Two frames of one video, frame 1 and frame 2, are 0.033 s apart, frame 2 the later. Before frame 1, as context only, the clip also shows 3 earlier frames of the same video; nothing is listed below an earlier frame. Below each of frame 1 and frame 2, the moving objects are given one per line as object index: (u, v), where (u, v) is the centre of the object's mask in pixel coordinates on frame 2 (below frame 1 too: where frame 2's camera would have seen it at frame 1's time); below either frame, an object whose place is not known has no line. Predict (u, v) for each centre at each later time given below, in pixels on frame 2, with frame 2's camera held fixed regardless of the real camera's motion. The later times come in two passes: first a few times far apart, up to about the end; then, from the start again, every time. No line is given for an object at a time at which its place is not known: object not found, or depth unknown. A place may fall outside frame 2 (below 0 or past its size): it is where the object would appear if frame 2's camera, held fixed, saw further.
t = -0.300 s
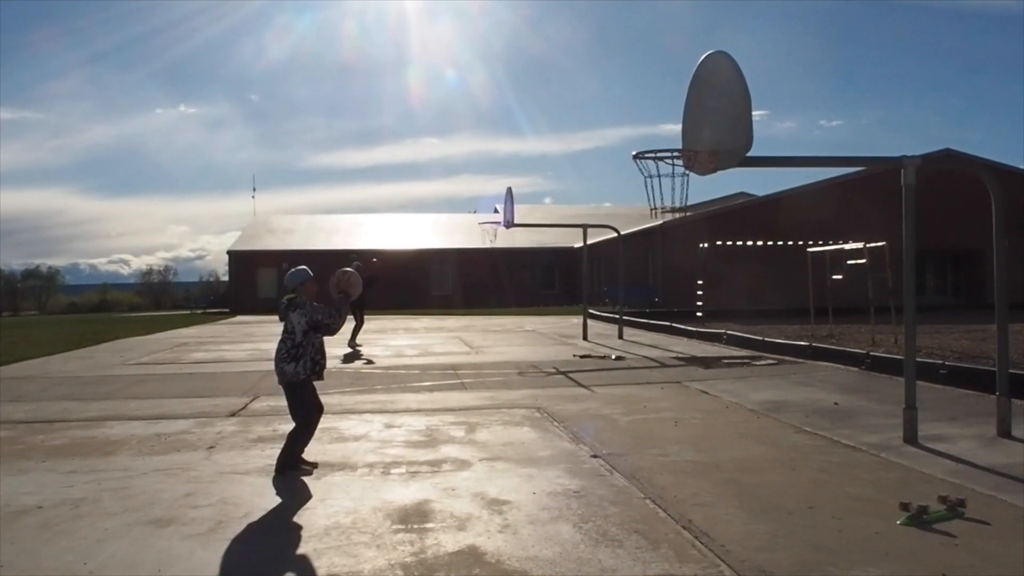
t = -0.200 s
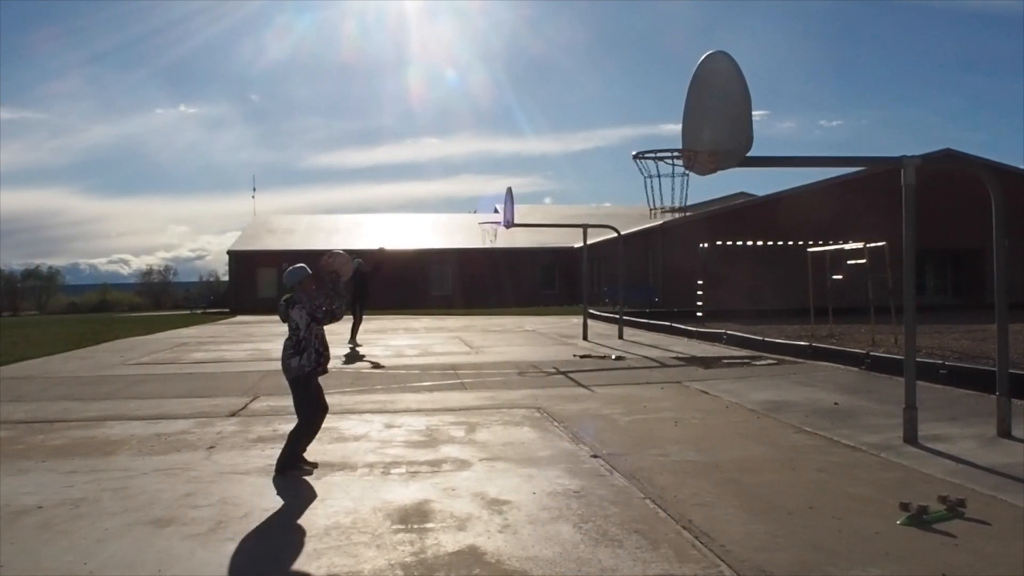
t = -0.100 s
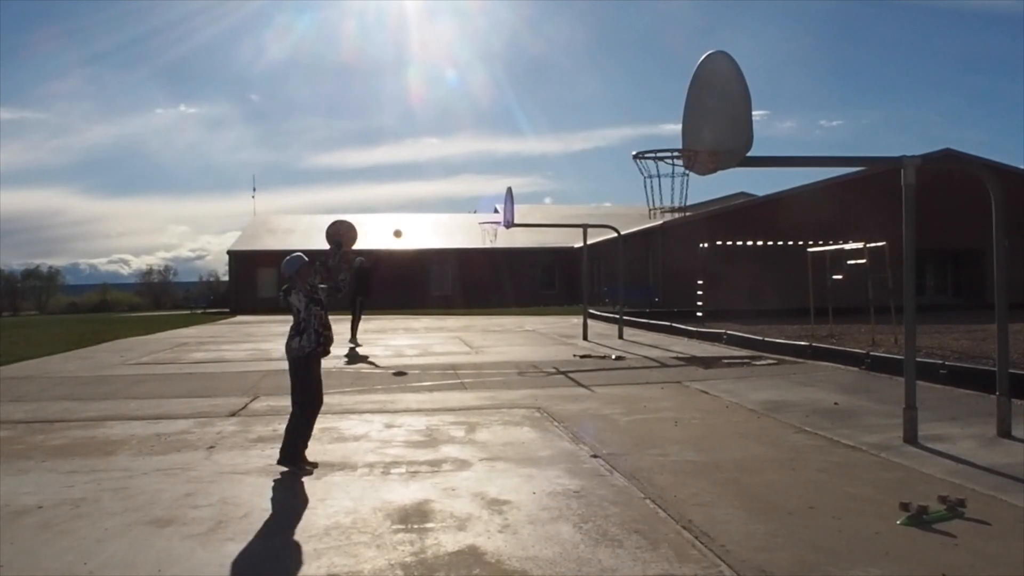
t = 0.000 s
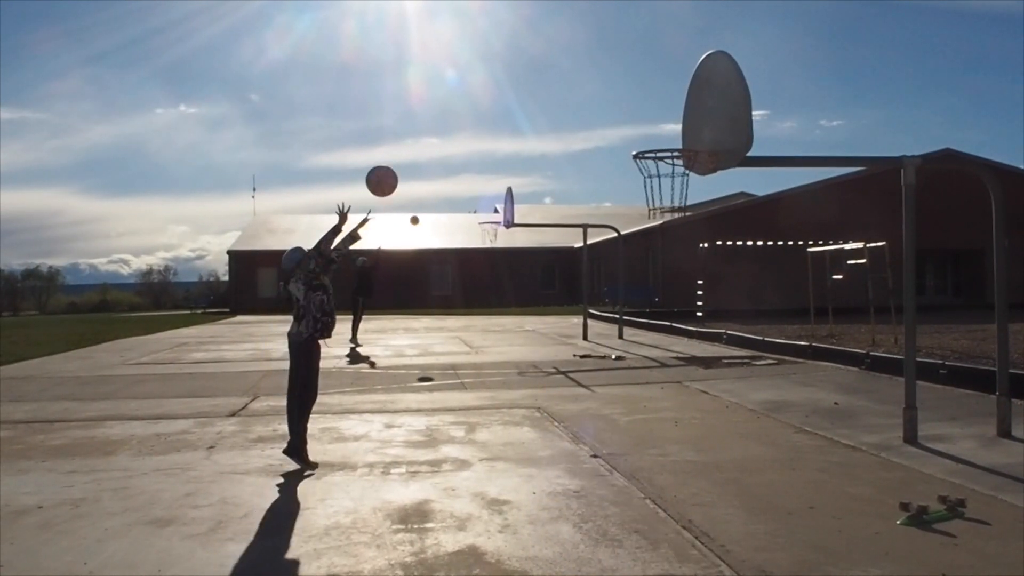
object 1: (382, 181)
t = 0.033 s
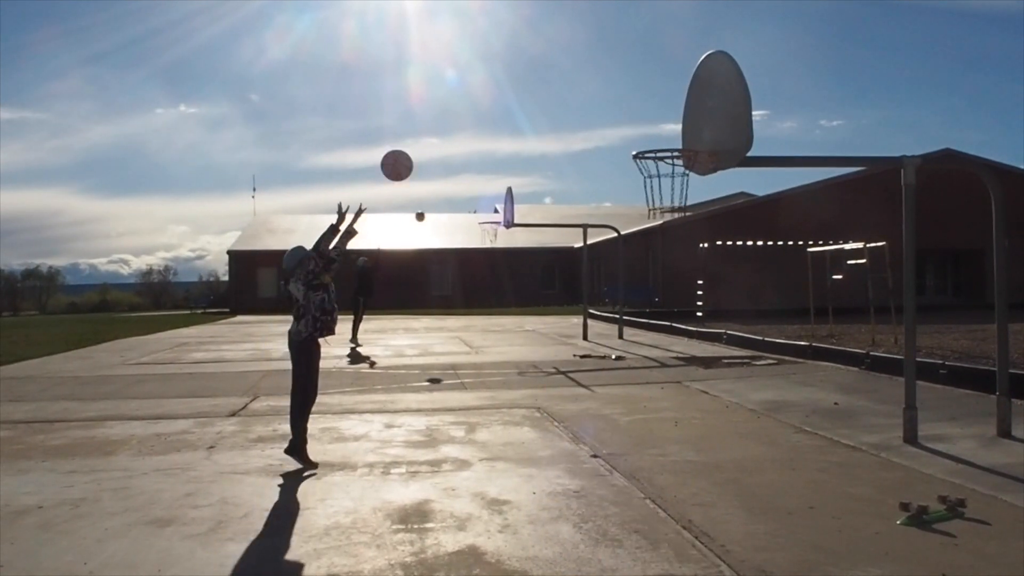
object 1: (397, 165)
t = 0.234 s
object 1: (486, 102)
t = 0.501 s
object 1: (605, 100)
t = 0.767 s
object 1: (647, 161)
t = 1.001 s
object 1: (683, 194)
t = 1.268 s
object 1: (690, 239)
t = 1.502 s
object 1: (697, 351)
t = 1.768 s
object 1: (703, 390)
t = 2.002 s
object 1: (706, 350)
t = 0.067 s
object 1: (412, 151)
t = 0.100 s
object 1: (427, 138)
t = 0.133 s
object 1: (442, 127)
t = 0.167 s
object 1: (457, 117)
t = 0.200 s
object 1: (471, 108)
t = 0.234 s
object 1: (486, 102)
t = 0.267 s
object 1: (501, 96)
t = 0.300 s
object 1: (516, 92)
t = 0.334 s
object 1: (531, 90)
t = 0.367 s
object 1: (545, 89)
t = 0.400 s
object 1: (560, 90)
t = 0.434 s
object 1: (575, 92)
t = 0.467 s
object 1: (590, 95)
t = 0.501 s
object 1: (605, 100)
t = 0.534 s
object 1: (620, 107)
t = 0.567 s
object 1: (635, 114)
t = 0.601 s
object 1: (650, 124)
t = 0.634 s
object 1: (665, 135)
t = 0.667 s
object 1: (678, 147)
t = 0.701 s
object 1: (674, 152)
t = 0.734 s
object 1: (659, 156)
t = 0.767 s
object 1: (647, 161)
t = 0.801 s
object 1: (654, 165)
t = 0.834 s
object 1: (661, 169)
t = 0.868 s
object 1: (668, 175)
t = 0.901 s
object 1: (675, 182)
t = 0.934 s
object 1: (679, 189)
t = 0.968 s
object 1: (682, 192)
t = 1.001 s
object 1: (683, 194)
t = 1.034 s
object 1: (684, 196)
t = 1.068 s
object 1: (685, 197)
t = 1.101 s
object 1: (686, 202)
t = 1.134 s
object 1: (687, 207)
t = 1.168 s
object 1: (688, 213)
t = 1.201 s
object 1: (689, 220)
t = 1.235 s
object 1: (689, 229)
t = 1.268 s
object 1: (690, 239)
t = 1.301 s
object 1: (691, 251)
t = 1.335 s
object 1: (692, 264)
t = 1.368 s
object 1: (693, 278)
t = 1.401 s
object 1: (694, 294)
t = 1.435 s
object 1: (695, 311)
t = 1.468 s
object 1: (696, 330)
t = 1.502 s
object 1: (697, 351)
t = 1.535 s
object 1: (698, 372)
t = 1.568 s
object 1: (699, 395)
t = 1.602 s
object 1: (701, 420)
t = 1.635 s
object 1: (701, 444)
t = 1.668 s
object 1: (702, 430)
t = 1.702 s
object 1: (702, 415)
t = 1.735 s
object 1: (702, 402)
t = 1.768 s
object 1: (703, 390)
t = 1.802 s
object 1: (703, 379)
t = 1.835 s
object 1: (704, 370)
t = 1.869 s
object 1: (704, 363)
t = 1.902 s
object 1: (705, 357)
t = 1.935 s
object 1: (705, 353)
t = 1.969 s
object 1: (706, 351)
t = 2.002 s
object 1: (706, 350)
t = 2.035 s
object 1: (707, 350)
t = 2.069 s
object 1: (707, 350)
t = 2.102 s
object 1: (708, 352)
